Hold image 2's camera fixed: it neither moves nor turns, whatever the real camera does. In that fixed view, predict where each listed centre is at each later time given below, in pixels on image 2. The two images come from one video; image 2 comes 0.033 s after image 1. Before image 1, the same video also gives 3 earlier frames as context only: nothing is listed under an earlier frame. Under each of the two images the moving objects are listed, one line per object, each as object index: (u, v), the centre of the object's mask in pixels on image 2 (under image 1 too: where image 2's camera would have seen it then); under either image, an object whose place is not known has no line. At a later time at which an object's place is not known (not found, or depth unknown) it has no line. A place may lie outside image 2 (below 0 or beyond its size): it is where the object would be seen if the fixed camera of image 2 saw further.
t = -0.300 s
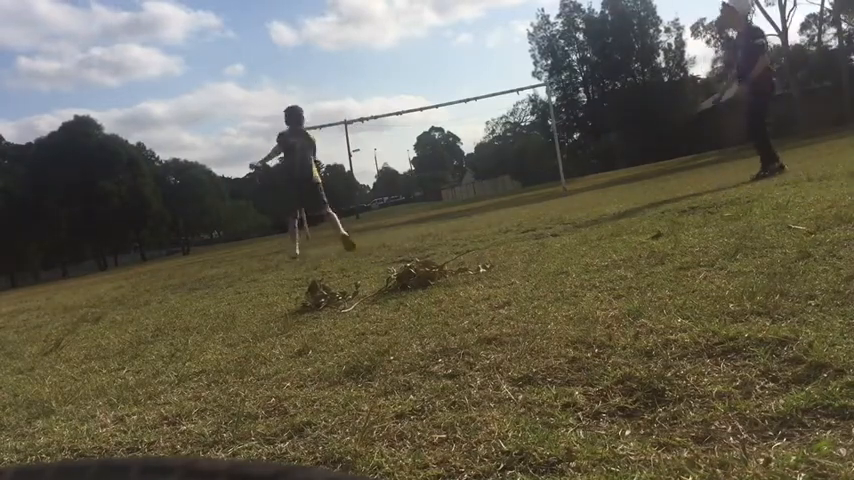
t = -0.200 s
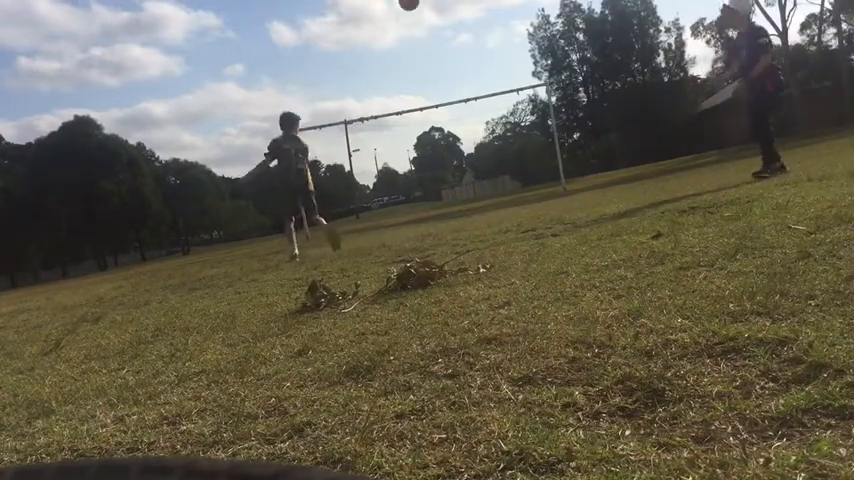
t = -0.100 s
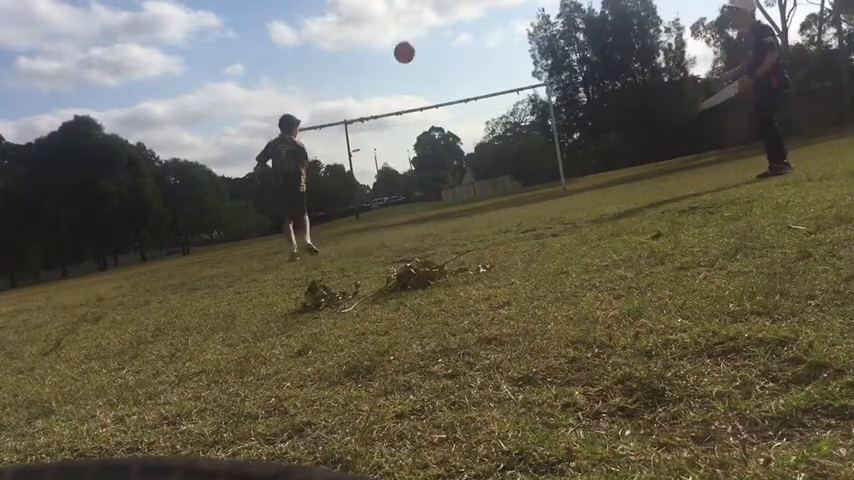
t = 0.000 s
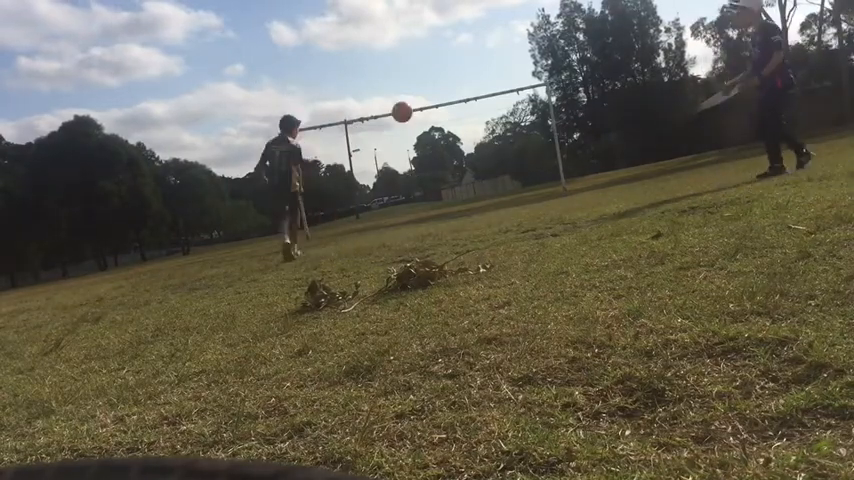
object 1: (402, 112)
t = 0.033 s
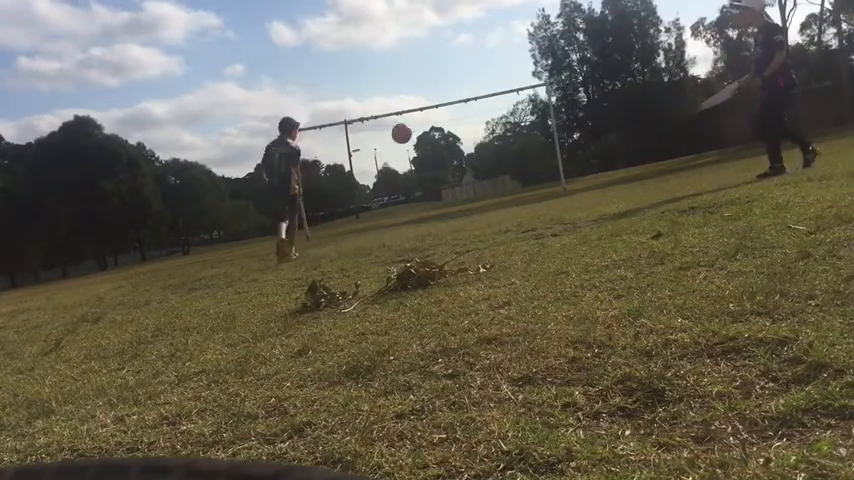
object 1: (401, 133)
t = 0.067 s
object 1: (401, 155)
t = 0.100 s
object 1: (401, 177)
